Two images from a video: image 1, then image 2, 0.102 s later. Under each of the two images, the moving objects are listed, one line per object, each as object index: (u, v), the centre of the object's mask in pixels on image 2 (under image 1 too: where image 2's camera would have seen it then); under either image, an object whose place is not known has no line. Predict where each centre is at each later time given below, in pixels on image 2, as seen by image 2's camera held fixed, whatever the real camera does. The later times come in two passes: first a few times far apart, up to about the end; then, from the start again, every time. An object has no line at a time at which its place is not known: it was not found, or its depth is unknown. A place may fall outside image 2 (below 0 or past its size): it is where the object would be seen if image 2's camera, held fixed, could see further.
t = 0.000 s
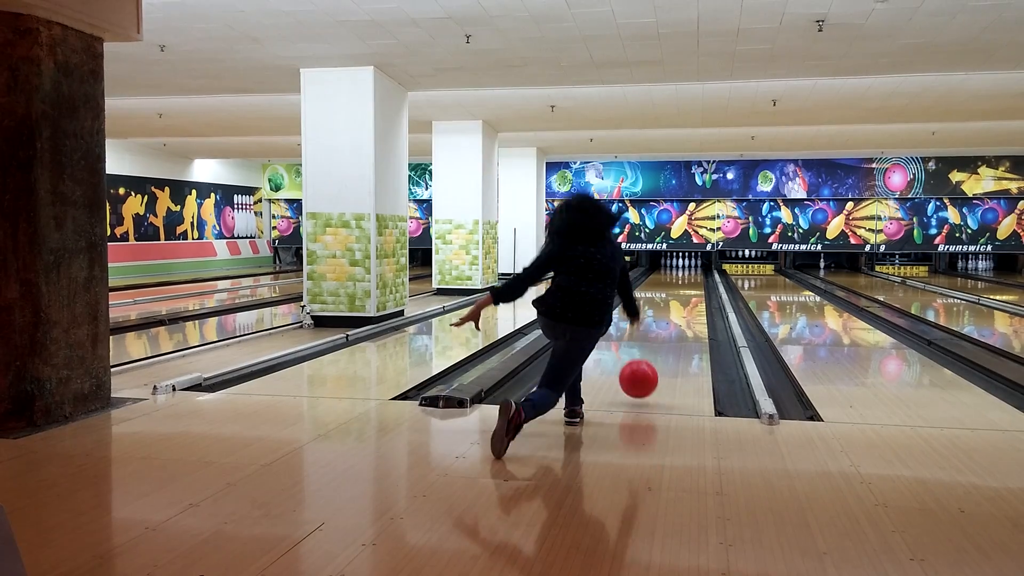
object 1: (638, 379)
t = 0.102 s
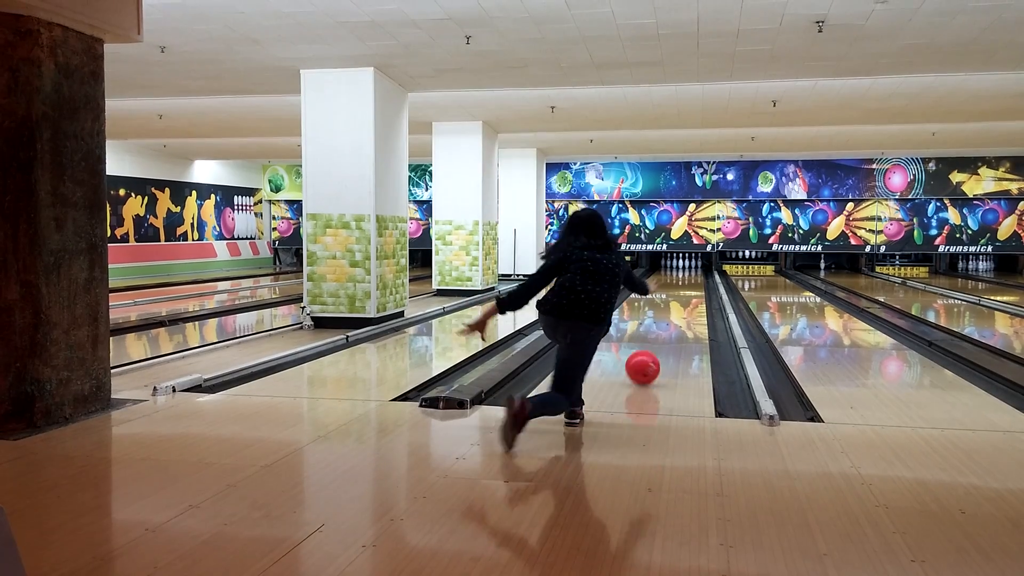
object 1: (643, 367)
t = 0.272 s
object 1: (647, 347)
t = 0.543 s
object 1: (653, 323)
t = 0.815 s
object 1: (656, 308)
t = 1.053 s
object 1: (659, 298)
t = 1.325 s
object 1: (661, 289)
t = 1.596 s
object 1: (663, 283)
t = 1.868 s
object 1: (664, 278)
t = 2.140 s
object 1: (664, 274)
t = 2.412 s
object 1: (665, 271)
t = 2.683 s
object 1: (666, 269)
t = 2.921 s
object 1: (666, 267)
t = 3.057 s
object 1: (666, 265)
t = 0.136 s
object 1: (644, 364)
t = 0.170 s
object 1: (644, 359)
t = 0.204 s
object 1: (645, 355)
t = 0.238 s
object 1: (646, 351)
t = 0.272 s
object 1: (647, 347)
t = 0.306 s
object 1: (648, 343)
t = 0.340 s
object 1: (649, 340)
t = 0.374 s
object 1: (649, 337)
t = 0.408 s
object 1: (647, 333)
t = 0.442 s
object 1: (649, 330)
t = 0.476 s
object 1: (653, 330)
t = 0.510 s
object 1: (652, 326)
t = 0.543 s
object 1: (653, 323)
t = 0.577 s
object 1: (653, 321)
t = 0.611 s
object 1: (653, 319)
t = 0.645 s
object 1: (654, 316)
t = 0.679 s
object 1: (655, 315)
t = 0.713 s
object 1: (655, 313)
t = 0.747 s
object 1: (655, 311)
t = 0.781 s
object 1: (656, 309)
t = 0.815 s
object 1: (656, 308)
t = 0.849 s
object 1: (657, 306)
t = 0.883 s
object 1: (657, 305)
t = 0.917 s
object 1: (657, 303)
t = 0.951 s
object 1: (658, 302)
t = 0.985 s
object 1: (658, 301)
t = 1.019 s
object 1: (658, 299)
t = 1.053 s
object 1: (659, 298)
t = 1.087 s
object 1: (659, 297)
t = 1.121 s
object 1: (659, 295)
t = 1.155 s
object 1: (659, 294)
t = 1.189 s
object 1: (660, 293)
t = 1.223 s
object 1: (660, 292)
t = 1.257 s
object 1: (660, 291)
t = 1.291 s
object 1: (660, 290)
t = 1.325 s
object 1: (661, 289)
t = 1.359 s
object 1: (661, 288)
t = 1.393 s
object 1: (661, 287)
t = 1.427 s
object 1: (661, 286)
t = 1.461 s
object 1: (662, 285)
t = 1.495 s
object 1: (662, 285)
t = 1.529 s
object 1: (662, 284)
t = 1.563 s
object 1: (662, 283)
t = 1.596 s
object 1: (663, 283)
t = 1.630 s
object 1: (662, 282)
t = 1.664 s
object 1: (663, 282)
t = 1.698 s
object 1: (663, 281)
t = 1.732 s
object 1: (664, 281)
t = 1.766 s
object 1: (664, 280)
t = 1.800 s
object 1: (664, 279)
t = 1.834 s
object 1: (663, 279)
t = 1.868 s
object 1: (664, 278)
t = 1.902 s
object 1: (664, 278)
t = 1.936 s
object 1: (664, 277)
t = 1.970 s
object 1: (664, 277)
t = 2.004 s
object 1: (664, 276)
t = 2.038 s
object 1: (664, 276)
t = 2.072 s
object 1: (664, 275)
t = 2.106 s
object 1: (664, 274)
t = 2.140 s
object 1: (664, 274)
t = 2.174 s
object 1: (665, 274)
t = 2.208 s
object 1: (665, 273)
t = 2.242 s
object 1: (665, 273)
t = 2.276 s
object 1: (665, 272)
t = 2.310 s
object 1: (665, 272)
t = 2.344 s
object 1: (665, 272)
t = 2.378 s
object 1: (665, 271)
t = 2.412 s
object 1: (665, 271)
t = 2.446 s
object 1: (666, 271)
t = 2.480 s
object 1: (666, 270)
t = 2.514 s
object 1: (666, 270)
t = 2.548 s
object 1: (666, 270)
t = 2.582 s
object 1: (666, 269)
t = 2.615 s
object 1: (666, 269)
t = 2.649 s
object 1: (666, 269)
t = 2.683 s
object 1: (666, 269)
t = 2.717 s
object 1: (666, 268)
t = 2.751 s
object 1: (666, 268)
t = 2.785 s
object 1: (666, 268)
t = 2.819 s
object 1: (666, 267)
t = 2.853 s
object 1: (666, 267)
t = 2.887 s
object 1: (666, 267)
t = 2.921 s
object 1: (666, 267)
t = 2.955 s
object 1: (665, 265)
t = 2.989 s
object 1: (666, 265)
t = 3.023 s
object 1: (666, 266)
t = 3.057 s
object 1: (666, 265)
